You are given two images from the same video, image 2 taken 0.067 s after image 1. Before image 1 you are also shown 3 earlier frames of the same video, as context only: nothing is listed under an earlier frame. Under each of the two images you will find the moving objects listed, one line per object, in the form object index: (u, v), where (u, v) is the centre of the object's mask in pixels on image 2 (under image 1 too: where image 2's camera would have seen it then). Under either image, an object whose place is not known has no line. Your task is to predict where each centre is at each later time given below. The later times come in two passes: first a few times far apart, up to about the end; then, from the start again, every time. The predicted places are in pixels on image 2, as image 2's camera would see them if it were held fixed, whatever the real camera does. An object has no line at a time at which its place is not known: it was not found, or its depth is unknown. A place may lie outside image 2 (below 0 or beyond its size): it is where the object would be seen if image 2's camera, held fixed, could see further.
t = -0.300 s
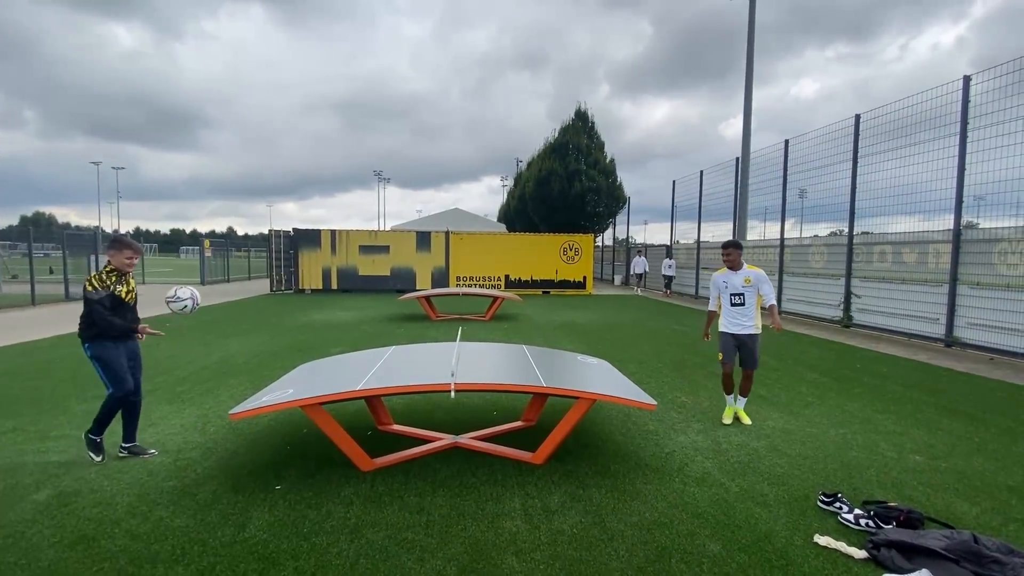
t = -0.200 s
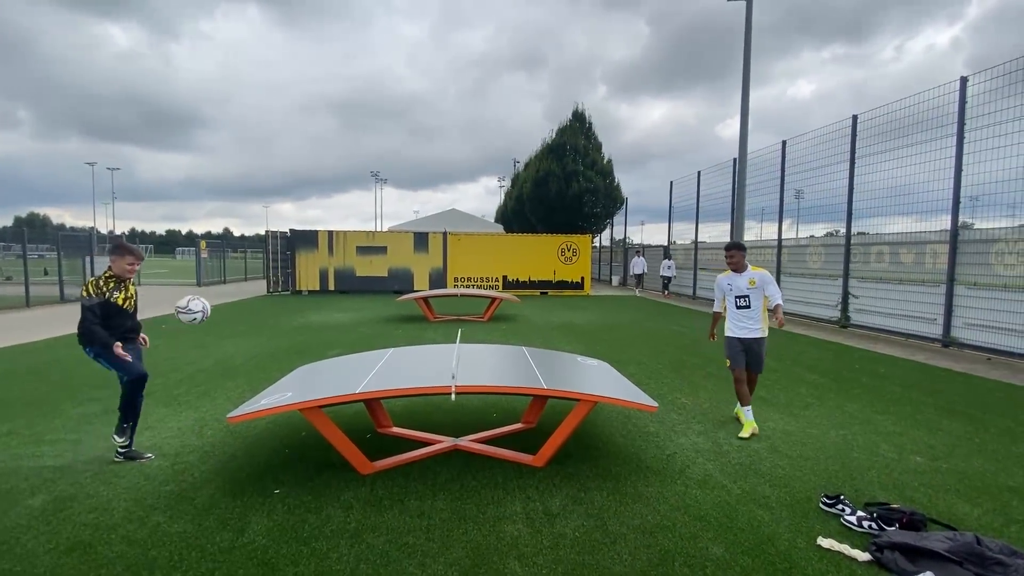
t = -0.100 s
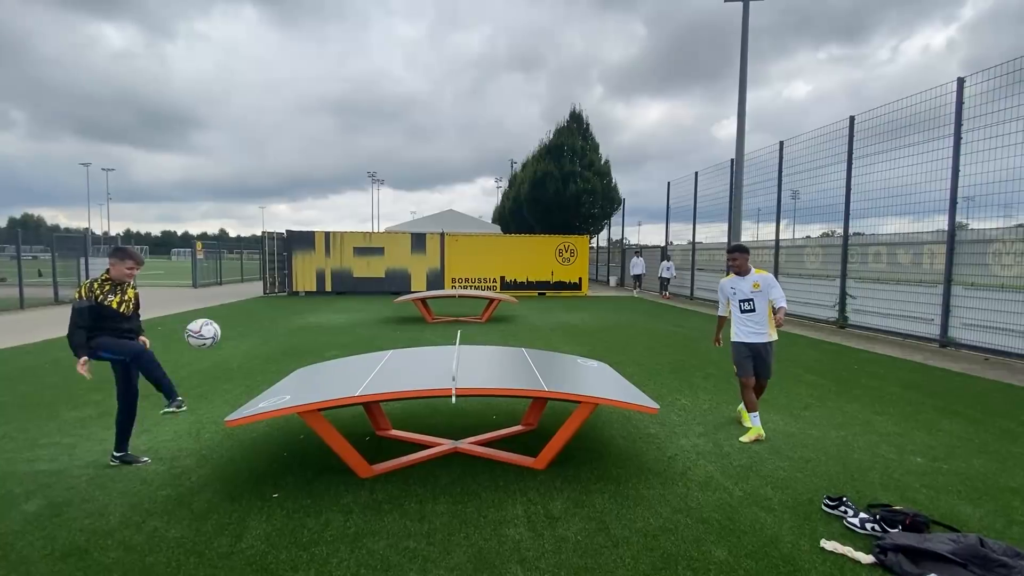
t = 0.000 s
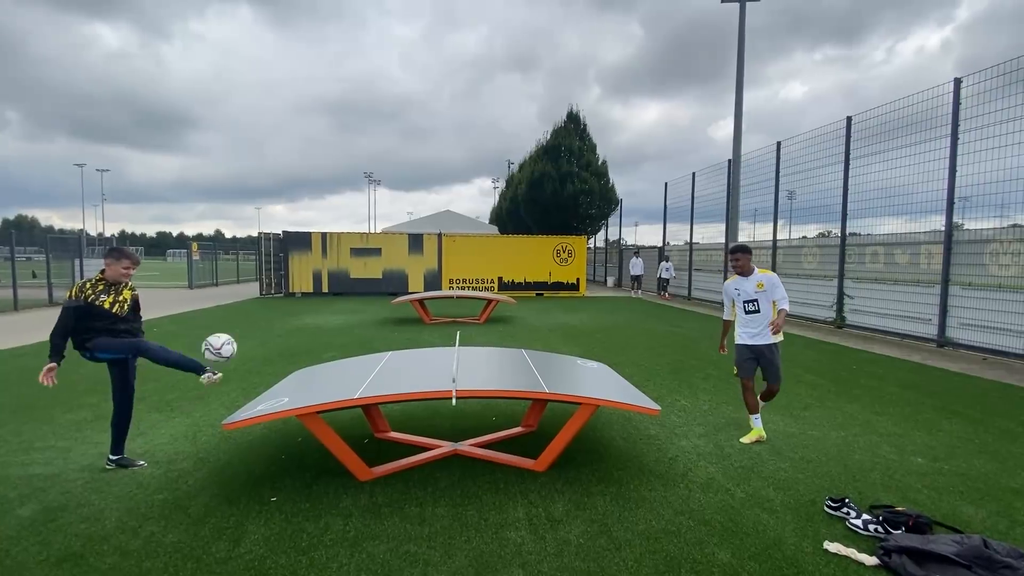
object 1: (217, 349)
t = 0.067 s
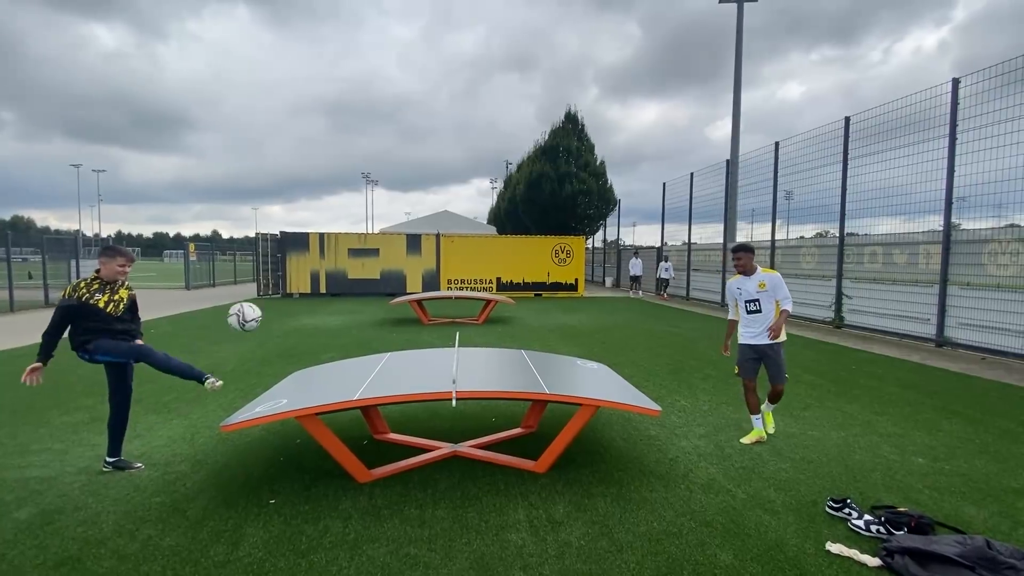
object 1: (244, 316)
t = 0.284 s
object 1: (337, 251)
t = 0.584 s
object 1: (461, 263)
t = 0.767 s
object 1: (528, 323)
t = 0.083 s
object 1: (251, 309)
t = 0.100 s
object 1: (258, 302)
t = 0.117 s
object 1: (265, 296)
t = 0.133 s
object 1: (272, 289)
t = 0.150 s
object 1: (279, 284)
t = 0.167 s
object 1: (286, 279)
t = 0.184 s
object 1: (294, 274)
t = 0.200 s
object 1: (301, 269)
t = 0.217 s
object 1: (308, 264)
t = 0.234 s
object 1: (315, 260)
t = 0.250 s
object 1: (323, 257)
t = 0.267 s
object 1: (330, 253)
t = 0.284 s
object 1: (337, 251)
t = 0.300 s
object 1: (344, 248)
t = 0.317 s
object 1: (351, 246)
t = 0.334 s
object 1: (358, 245)
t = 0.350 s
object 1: (365, 244)
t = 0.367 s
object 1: (372, 243)
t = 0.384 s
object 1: (379, 242)
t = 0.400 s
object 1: (386, 242)
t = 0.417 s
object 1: (393, 242)
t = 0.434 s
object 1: (400, 243)
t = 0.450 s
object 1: (407, 244)
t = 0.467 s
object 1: (414, 245)
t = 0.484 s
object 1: (420, 246)
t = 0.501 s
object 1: (427, 247)
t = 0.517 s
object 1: (434, 250)
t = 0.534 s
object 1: (441, 253)
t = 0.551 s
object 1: (448, 255)
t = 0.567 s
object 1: (454, 259)
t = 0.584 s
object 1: (461, 263)
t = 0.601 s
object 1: (467, 266)
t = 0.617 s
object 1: (473, 272)
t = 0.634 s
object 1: (480, 276)
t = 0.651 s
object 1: (486, 280)
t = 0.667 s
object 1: (491, 285)
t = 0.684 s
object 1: (498, 290)
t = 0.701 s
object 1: (504, 296)
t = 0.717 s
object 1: (510, 303)
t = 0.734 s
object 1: (516, 309)
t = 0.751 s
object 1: (522, 316)
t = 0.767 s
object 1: (528, 323)
